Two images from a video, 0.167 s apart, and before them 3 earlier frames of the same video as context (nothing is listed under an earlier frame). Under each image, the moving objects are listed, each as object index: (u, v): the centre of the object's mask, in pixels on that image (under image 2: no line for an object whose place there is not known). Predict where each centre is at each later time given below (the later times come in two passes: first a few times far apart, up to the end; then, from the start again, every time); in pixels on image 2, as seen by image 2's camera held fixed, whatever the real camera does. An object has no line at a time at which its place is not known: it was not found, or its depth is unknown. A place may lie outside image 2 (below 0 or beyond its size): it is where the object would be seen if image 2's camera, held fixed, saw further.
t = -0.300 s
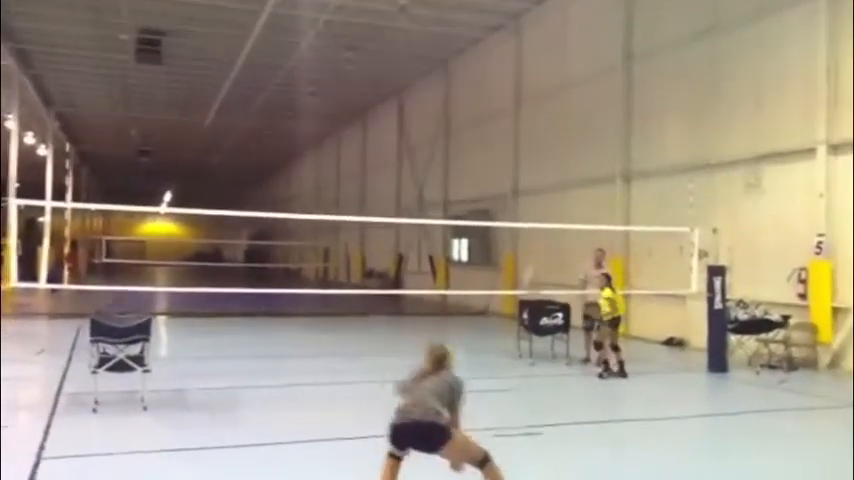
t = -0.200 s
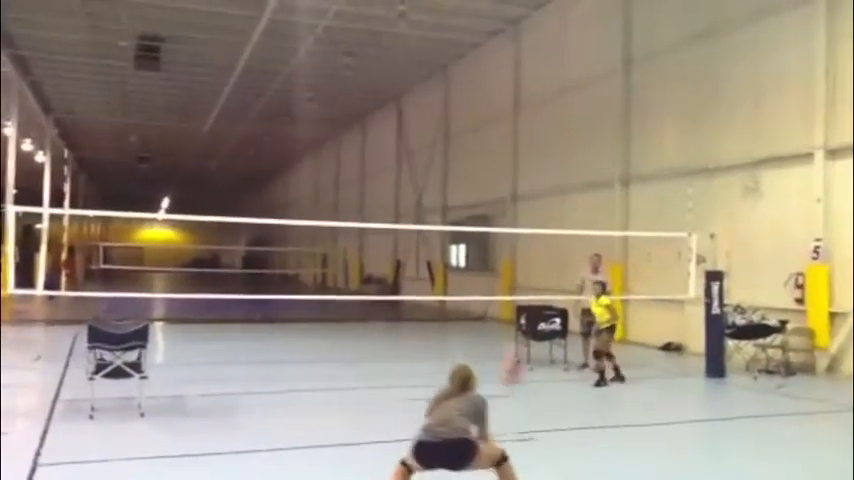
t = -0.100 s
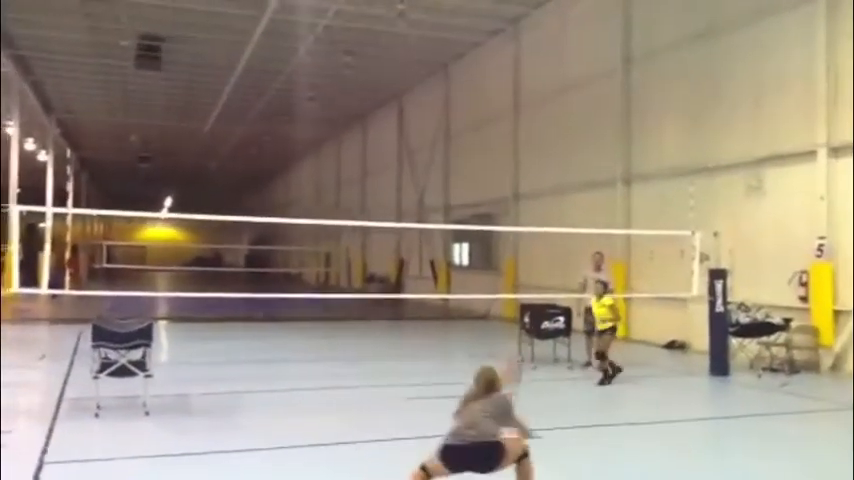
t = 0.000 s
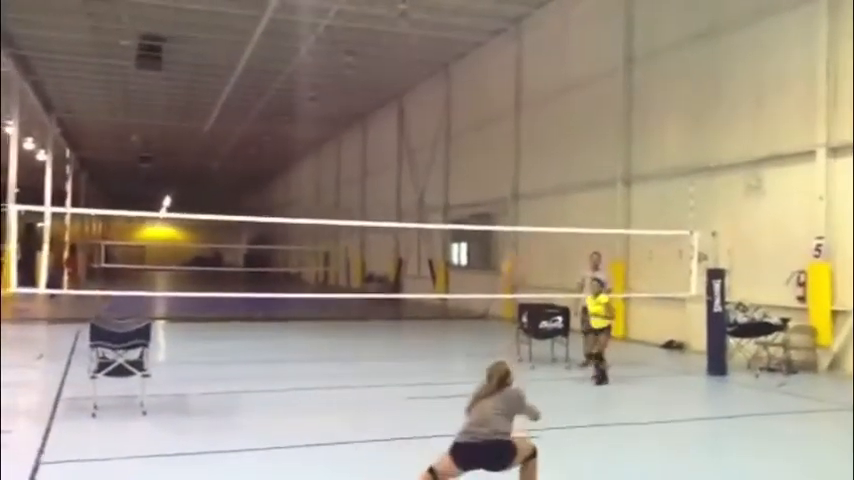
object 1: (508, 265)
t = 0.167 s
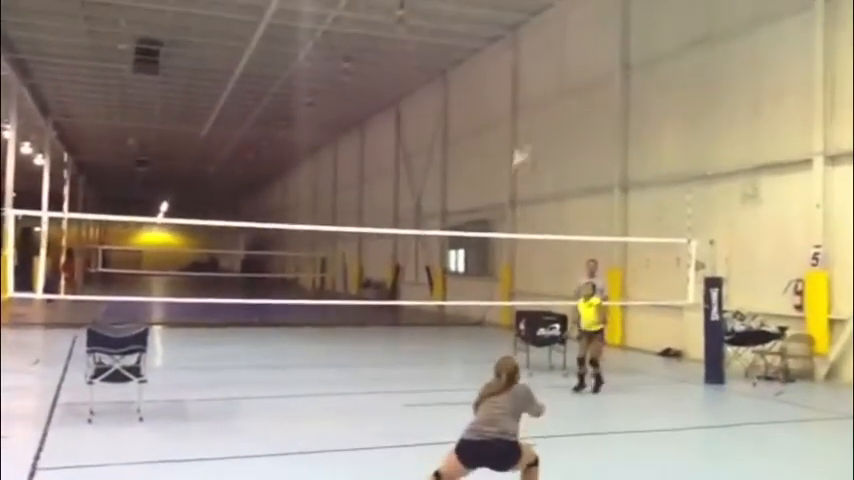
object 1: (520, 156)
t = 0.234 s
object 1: (526, 124)
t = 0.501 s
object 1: (537, 50)
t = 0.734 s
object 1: (545, 45)
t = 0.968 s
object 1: (549, 87)
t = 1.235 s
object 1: (554, 187)
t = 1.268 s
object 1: (553, 202)
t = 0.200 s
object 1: (524, 141)
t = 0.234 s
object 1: (526, 124)
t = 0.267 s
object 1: (528, 110)
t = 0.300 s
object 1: (530, 98)
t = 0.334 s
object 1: (531, 85)
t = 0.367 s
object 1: (533, 76)
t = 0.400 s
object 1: (533, 67)
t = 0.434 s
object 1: (535, 59)
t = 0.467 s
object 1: (537, 54)
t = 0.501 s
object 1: (537, 50)
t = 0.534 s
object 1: (540, 45)
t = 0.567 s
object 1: (541, 42)
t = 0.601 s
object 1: (541, 42)
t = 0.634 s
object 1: (541, 41)
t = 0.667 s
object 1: (541, 39)
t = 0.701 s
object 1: (543, 42)
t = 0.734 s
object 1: (545, 45)
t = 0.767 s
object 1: (546, 47)
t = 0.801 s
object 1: (546, 53)
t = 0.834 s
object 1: (547, 59)
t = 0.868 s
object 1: (547, 64)
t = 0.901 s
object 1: (548, 72)
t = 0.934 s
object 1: (549, 80)
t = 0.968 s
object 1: (549, 87)
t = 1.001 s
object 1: (551, 97)
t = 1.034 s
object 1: (551, 108)
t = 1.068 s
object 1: (551, 120)
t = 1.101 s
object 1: (551, 132)
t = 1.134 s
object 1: (551, 144)
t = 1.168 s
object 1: (552, 158)
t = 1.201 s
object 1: (554, 170)
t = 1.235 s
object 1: (554, 187)
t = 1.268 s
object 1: (553, 202)
